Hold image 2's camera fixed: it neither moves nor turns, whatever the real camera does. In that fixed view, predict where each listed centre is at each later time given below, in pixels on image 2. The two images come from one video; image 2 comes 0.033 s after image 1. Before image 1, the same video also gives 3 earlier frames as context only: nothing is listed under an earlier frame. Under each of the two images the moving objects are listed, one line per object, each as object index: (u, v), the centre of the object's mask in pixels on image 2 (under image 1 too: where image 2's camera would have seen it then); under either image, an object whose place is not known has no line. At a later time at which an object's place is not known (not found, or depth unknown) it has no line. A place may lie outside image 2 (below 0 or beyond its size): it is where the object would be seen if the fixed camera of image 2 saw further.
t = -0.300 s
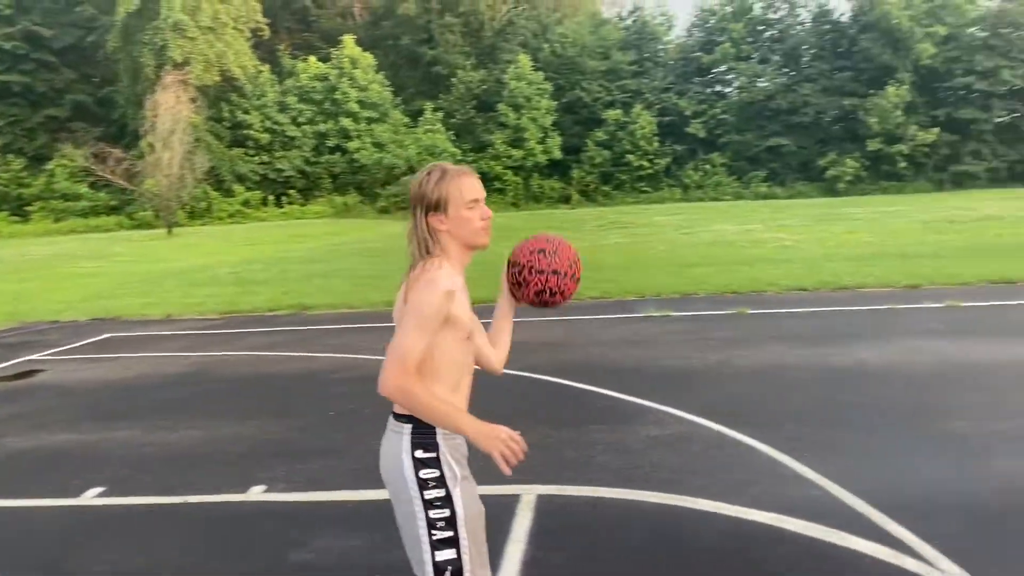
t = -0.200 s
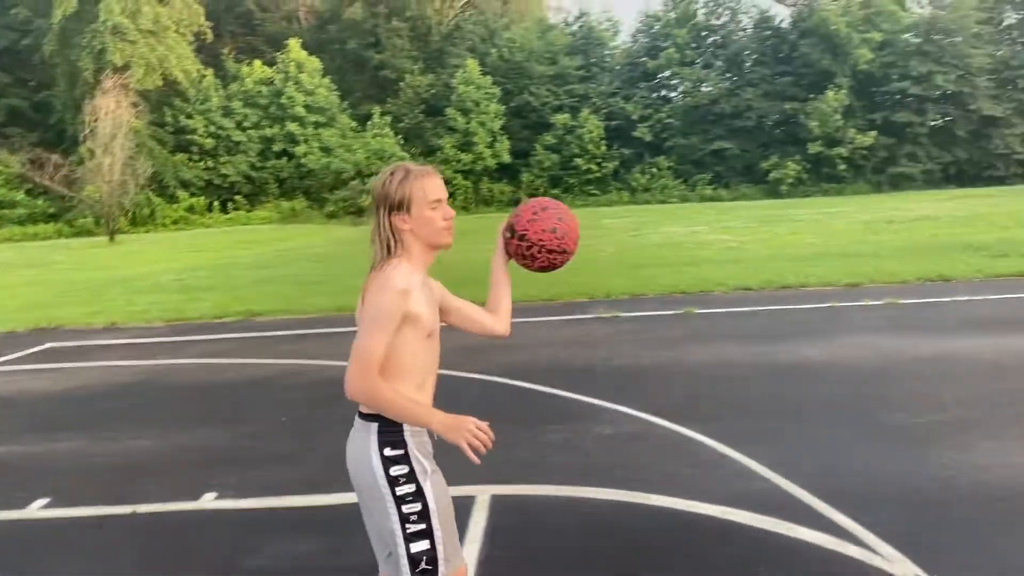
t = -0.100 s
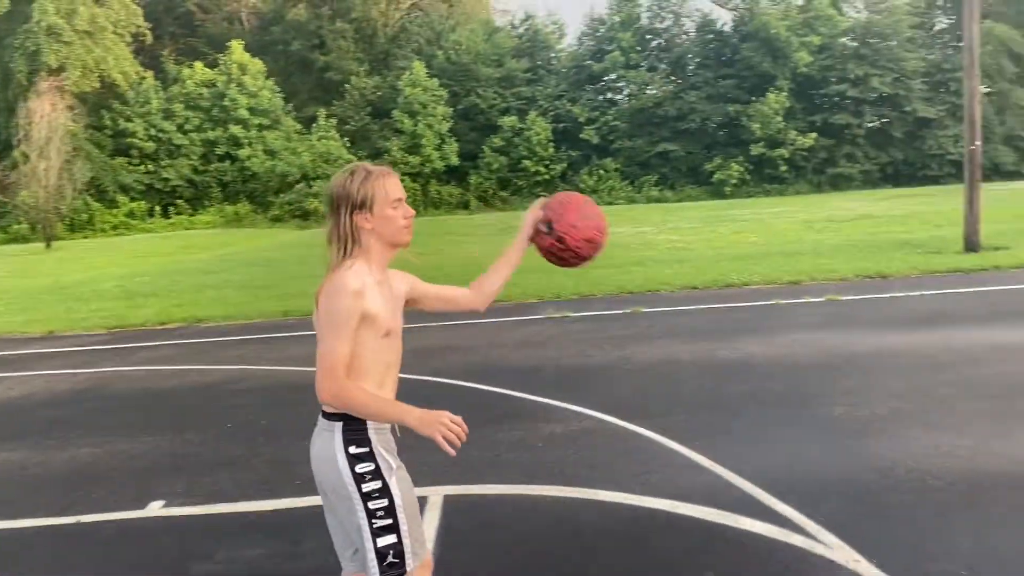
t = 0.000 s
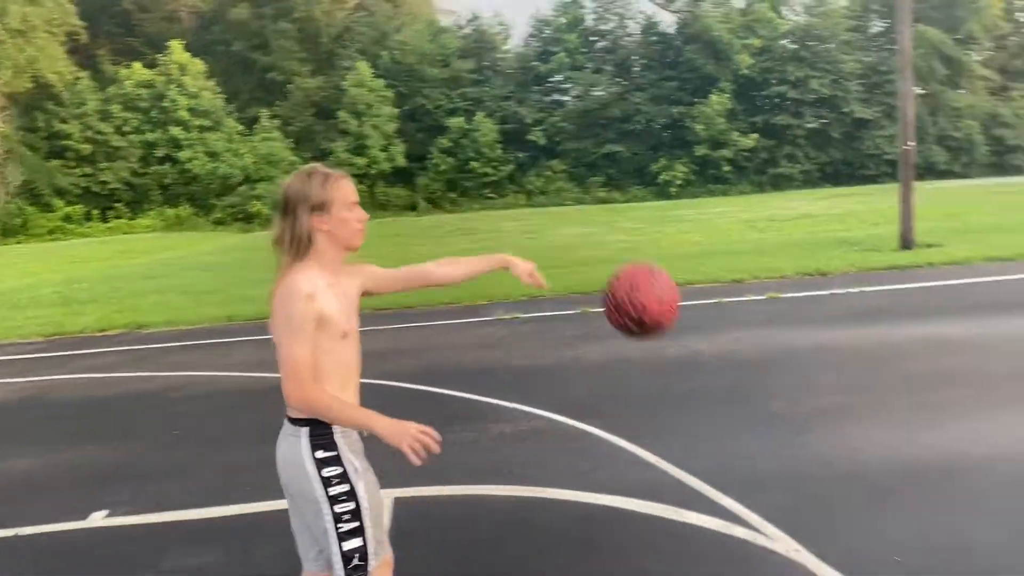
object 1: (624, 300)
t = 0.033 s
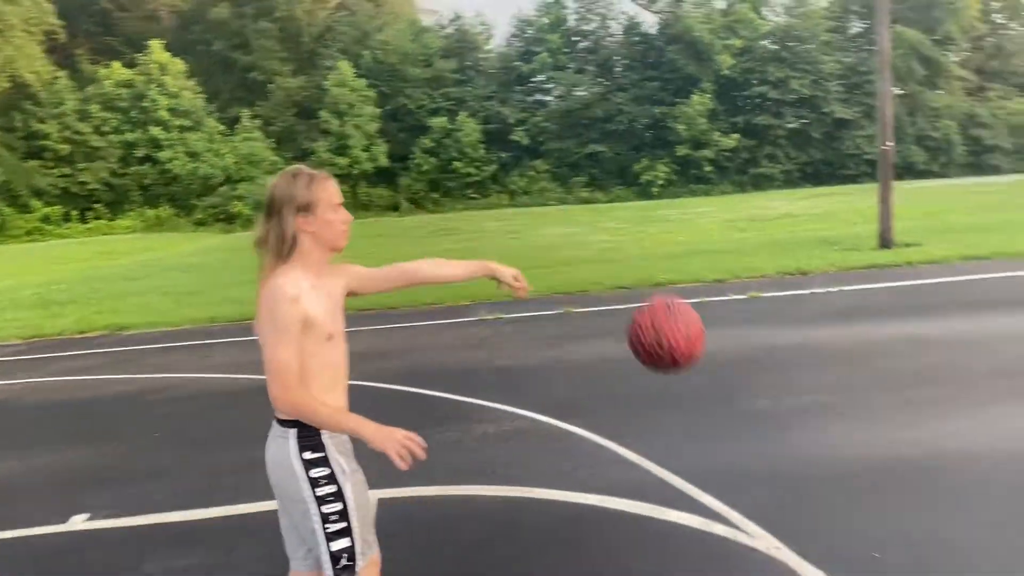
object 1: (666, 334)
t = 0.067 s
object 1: (708, 371)
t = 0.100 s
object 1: (751, 411)
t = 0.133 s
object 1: (793, 455)
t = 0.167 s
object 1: (835, 503)
